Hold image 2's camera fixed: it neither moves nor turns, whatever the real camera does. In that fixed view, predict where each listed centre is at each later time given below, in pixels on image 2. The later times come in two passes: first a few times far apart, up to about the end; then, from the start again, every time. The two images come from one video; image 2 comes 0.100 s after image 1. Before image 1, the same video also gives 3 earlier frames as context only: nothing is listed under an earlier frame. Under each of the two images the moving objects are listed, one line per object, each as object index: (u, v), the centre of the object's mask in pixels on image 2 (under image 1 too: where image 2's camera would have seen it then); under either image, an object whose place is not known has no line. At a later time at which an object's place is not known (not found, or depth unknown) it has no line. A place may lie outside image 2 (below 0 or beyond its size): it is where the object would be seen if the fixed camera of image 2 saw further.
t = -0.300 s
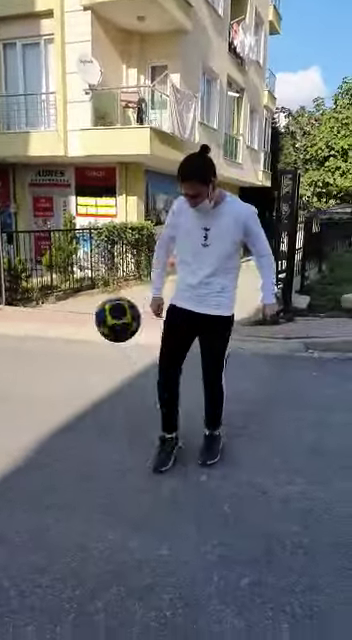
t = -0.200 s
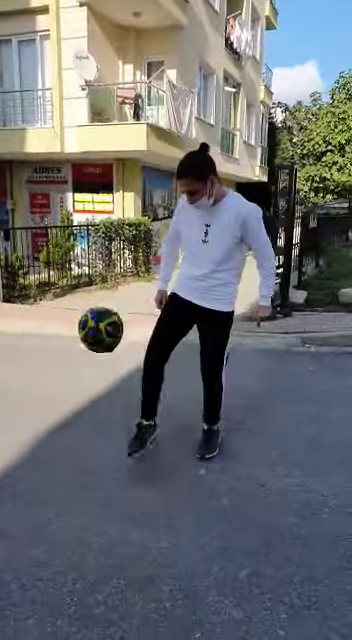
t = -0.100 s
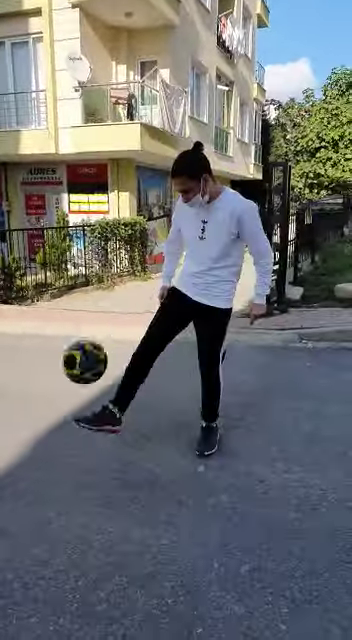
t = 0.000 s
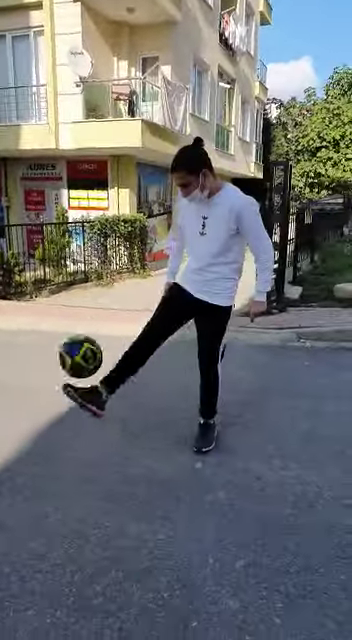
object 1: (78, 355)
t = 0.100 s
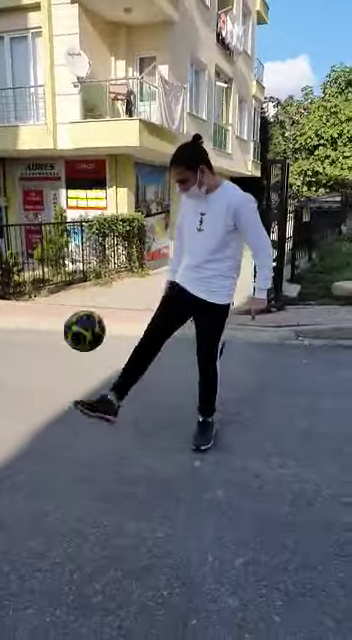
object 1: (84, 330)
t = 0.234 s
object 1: (91, 324)
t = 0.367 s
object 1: (99, 347)
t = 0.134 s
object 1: (86, 326)
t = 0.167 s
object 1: (88, 323)
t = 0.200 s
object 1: (90, 323)
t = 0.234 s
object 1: (91, 324)
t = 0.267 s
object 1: (93, 327)
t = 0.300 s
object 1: (95, 332)
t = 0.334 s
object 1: (97, 339)
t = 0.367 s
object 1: (99, 347)
